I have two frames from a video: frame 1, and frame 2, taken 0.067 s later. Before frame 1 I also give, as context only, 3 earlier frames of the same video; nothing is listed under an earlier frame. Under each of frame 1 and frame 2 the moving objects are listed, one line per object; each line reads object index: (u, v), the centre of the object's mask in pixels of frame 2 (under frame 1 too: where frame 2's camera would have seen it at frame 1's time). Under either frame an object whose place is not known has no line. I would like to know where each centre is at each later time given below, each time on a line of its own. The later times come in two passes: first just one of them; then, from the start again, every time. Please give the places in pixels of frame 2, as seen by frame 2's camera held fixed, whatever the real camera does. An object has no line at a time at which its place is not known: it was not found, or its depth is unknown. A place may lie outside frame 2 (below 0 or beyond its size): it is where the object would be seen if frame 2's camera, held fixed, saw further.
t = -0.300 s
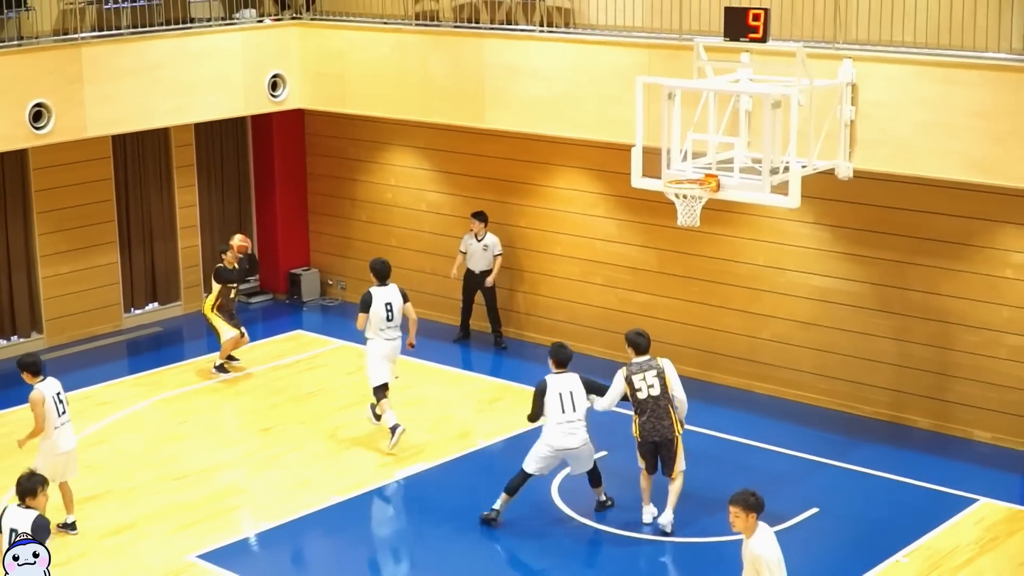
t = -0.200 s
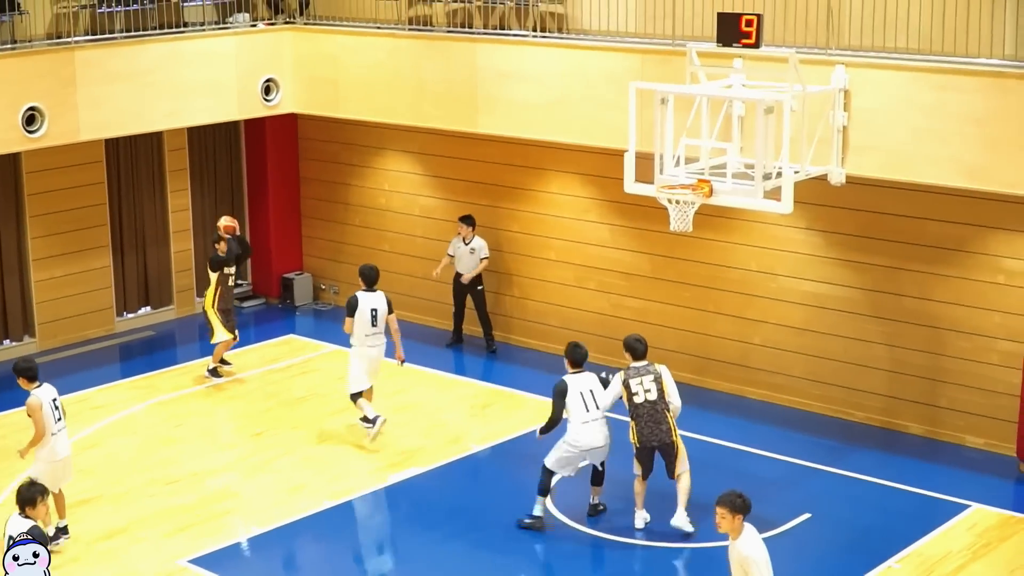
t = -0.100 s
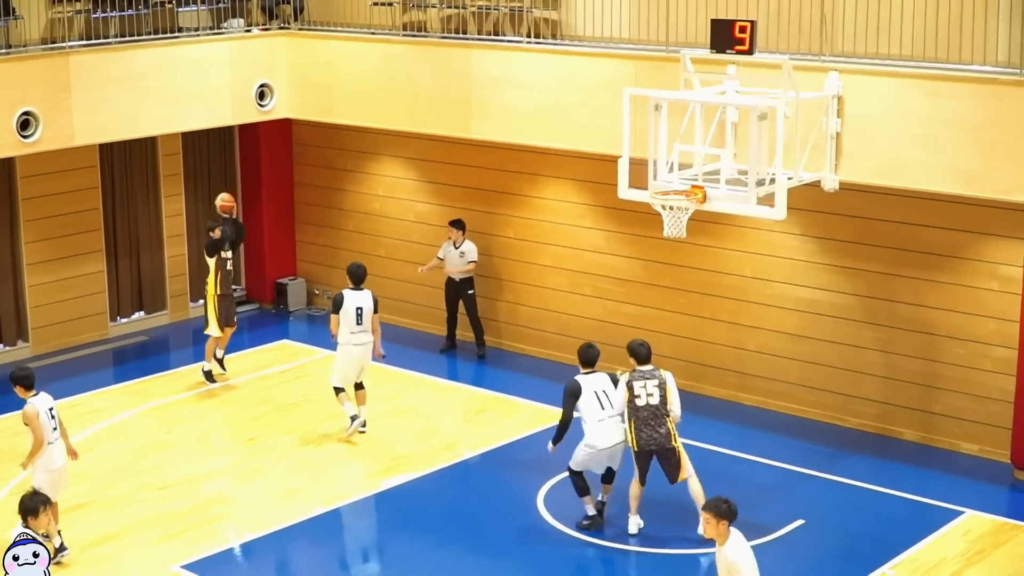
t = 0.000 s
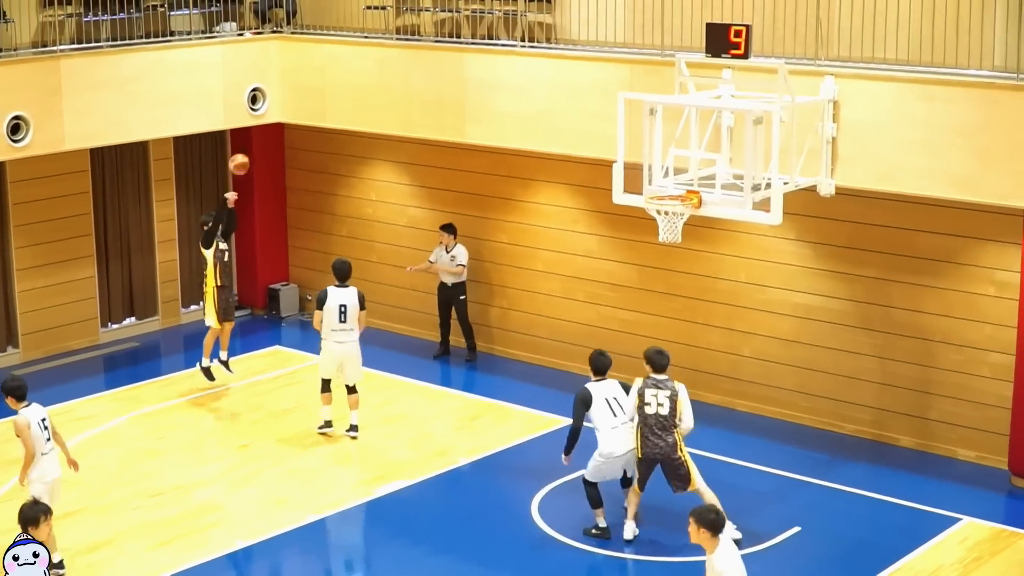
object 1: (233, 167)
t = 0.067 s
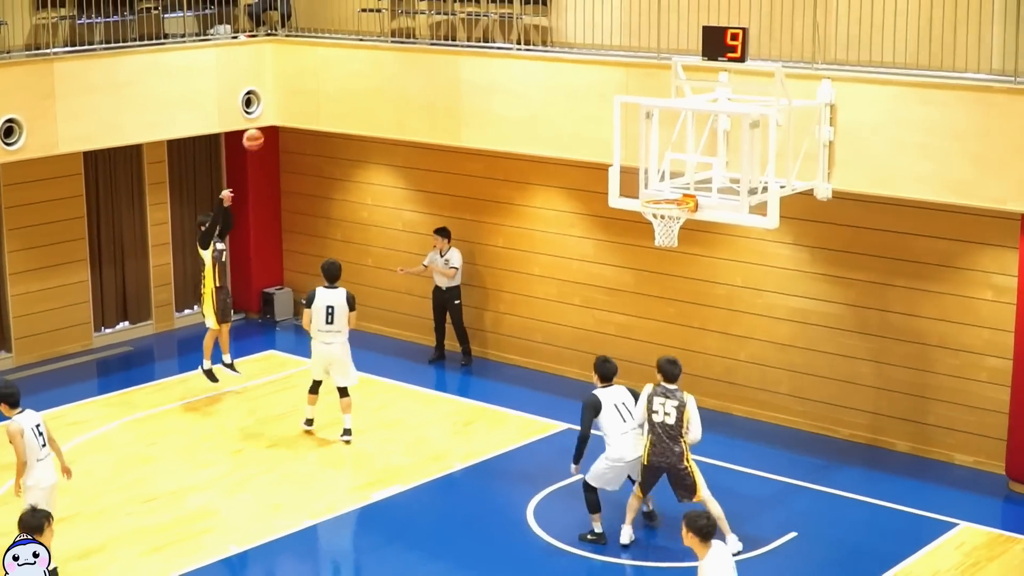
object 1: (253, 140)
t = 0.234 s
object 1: (305, 82)
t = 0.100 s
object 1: (263, 128)
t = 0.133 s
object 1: (273, 114)
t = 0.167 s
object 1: (283, 102)
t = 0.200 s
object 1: (294, 92)
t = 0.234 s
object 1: (305, 82)
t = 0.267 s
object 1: (317, 72)
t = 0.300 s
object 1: (328, 64)
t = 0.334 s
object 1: (339, 56)
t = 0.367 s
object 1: (351, 49)
